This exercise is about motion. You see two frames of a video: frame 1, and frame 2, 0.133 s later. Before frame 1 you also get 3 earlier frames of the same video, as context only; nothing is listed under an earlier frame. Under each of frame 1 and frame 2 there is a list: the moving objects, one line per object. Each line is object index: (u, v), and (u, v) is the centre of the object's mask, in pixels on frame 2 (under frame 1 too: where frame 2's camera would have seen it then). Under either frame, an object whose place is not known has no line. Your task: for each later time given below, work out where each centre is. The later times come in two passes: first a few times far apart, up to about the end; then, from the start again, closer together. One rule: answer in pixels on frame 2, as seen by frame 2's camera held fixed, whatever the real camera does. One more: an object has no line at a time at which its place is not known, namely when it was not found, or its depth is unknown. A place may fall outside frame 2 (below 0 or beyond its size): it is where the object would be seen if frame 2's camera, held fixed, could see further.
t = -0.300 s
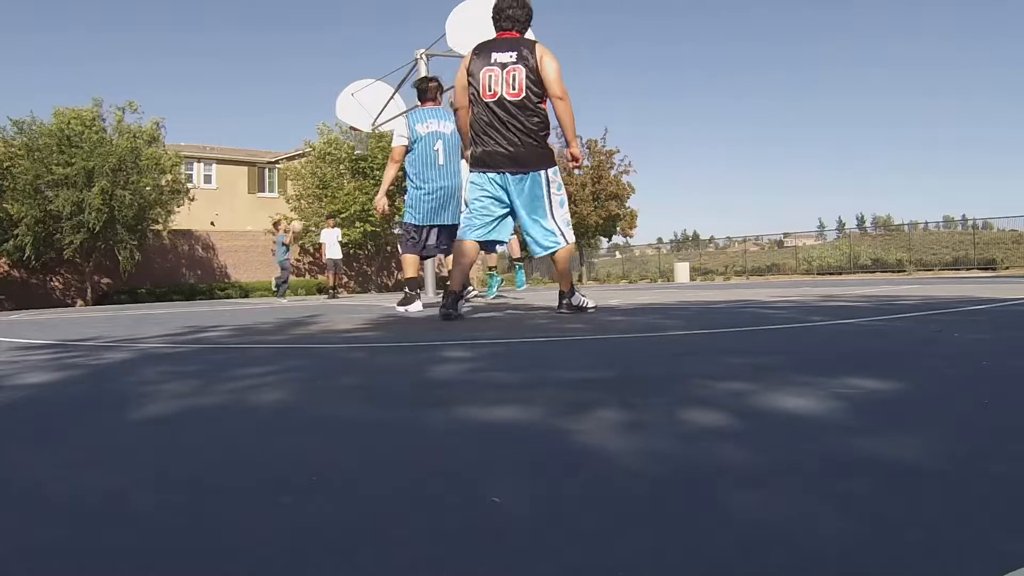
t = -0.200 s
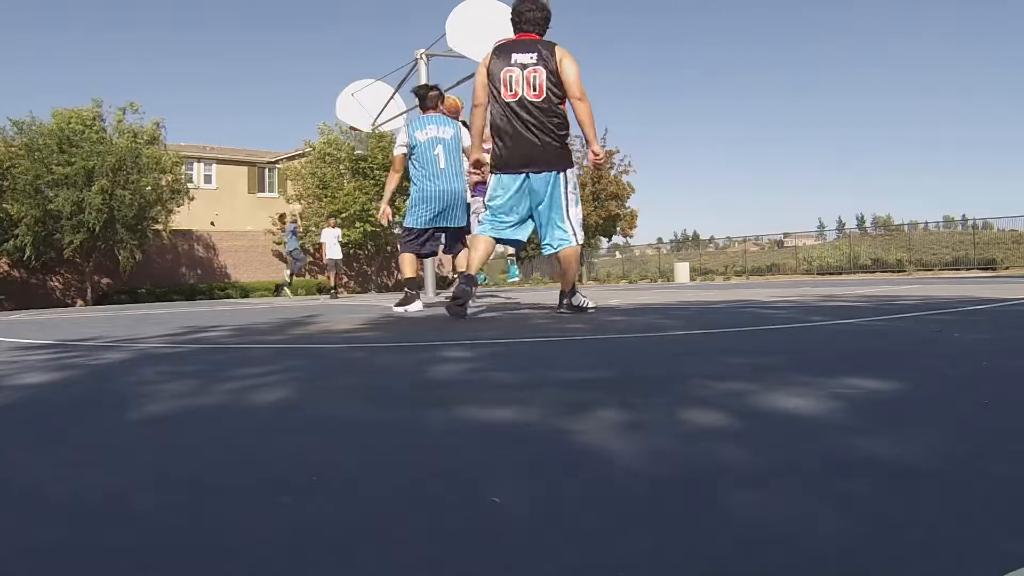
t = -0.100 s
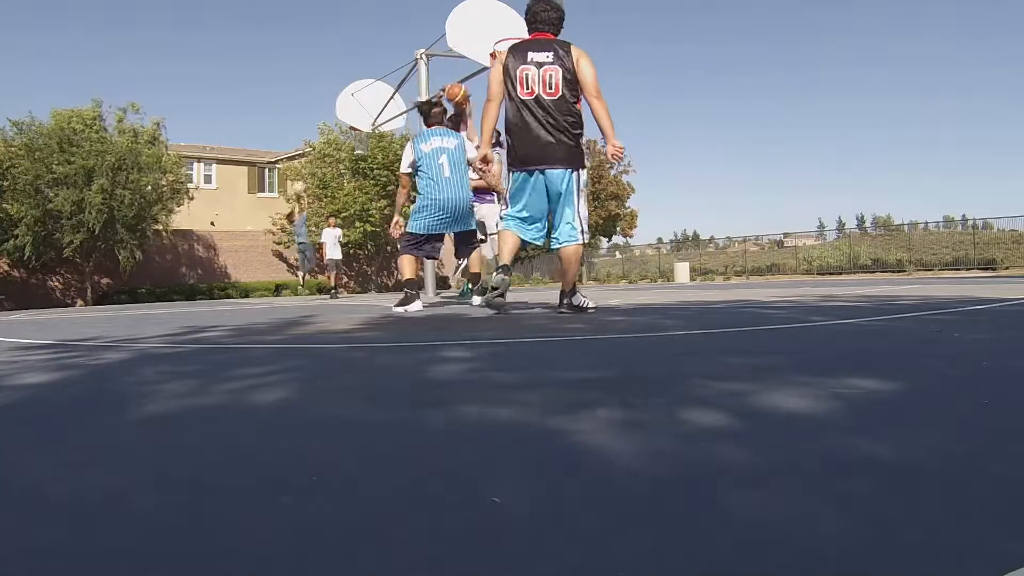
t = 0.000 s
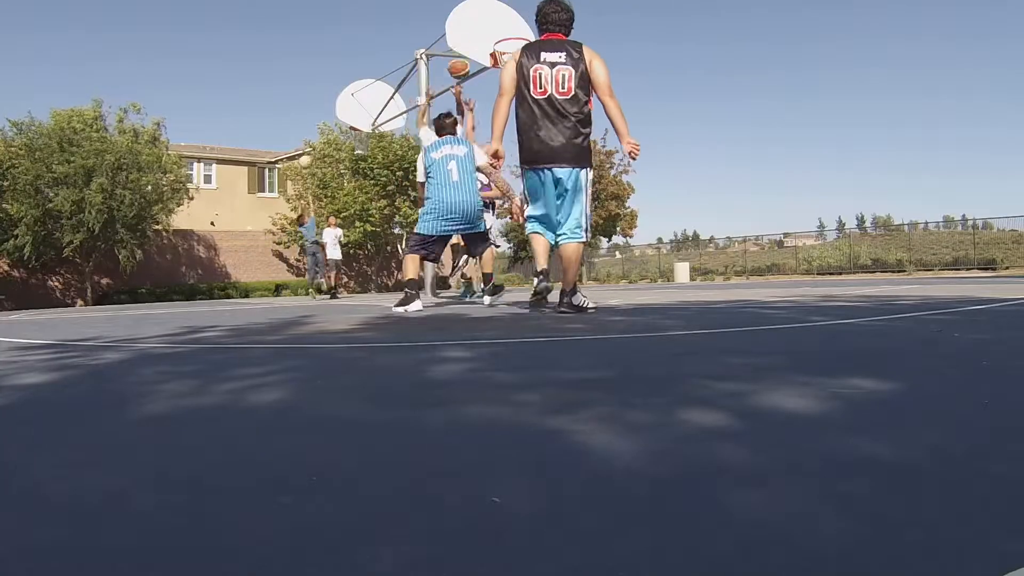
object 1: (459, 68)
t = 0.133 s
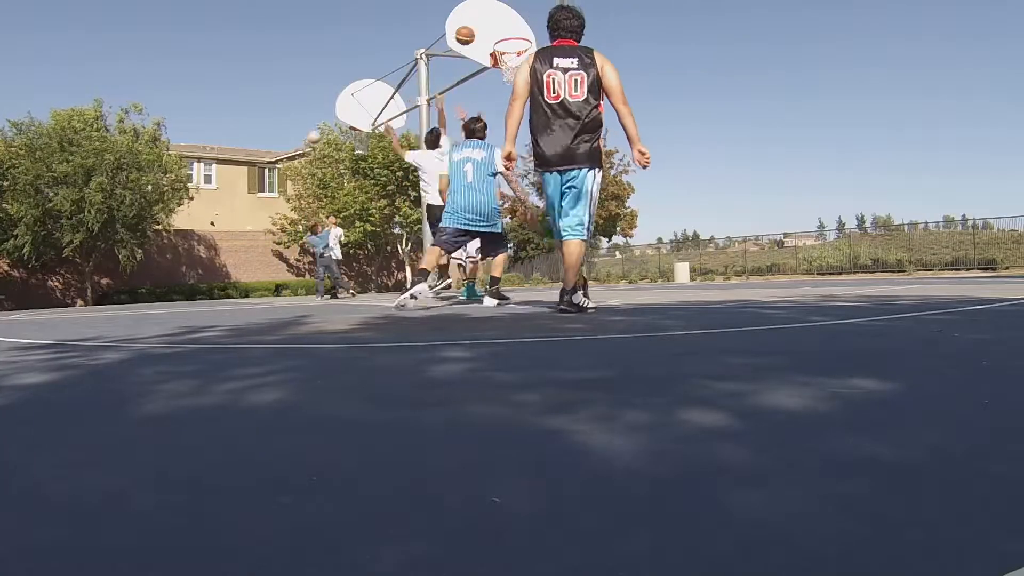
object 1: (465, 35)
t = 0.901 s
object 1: (526, 73)
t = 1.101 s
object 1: (542, 112)
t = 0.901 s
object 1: (526, 73)
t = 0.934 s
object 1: (529, 76)
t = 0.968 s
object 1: (531, 82)
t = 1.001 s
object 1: (534, 87)
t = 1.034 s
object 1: (536, 94)
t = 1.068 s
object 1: (539, 103)
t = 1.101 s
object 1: (542, 112)
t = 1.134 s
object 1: (545, 122)
